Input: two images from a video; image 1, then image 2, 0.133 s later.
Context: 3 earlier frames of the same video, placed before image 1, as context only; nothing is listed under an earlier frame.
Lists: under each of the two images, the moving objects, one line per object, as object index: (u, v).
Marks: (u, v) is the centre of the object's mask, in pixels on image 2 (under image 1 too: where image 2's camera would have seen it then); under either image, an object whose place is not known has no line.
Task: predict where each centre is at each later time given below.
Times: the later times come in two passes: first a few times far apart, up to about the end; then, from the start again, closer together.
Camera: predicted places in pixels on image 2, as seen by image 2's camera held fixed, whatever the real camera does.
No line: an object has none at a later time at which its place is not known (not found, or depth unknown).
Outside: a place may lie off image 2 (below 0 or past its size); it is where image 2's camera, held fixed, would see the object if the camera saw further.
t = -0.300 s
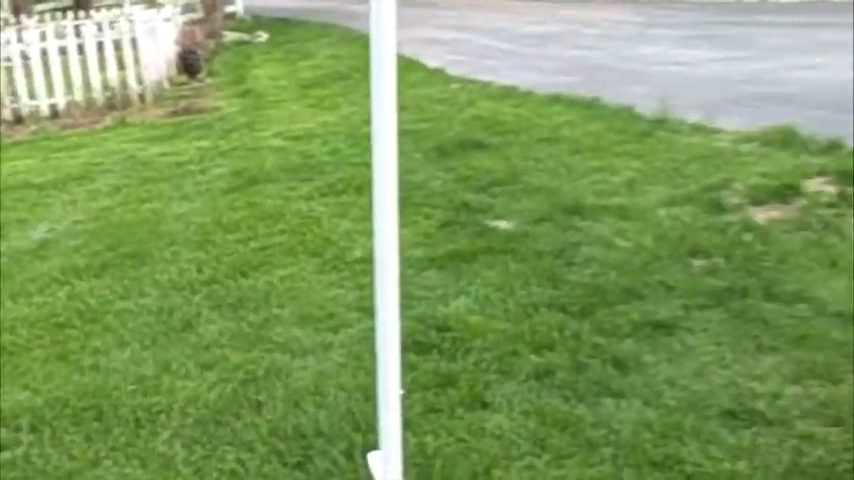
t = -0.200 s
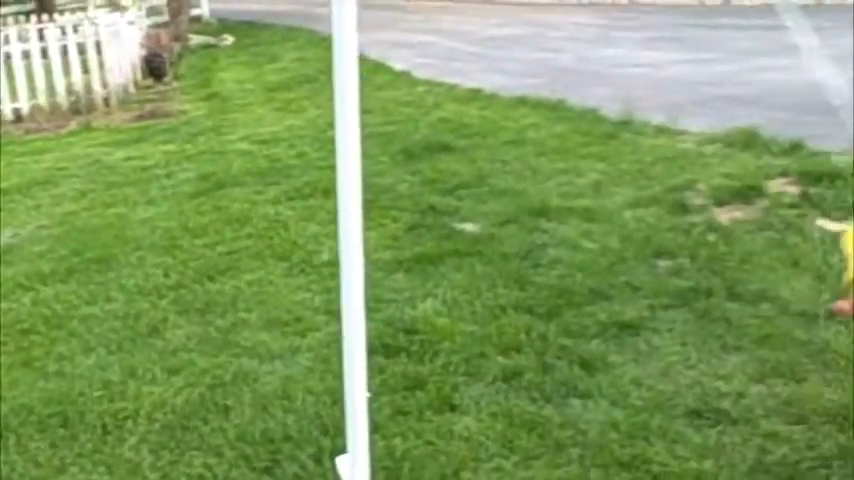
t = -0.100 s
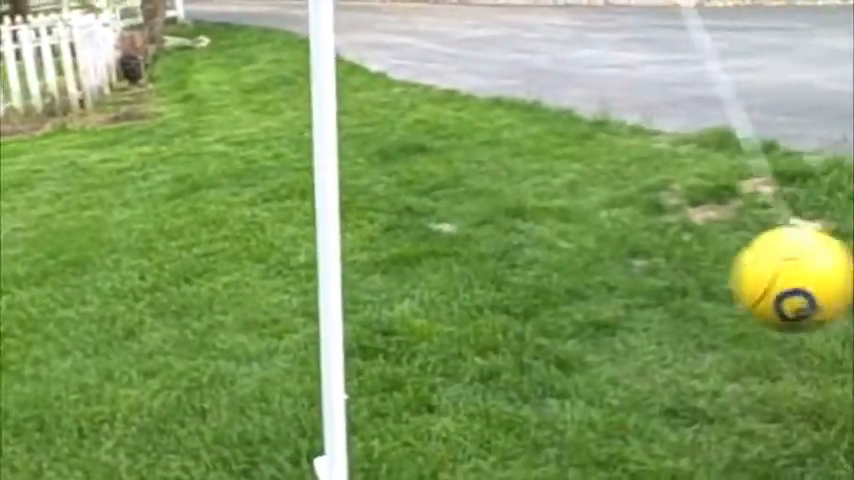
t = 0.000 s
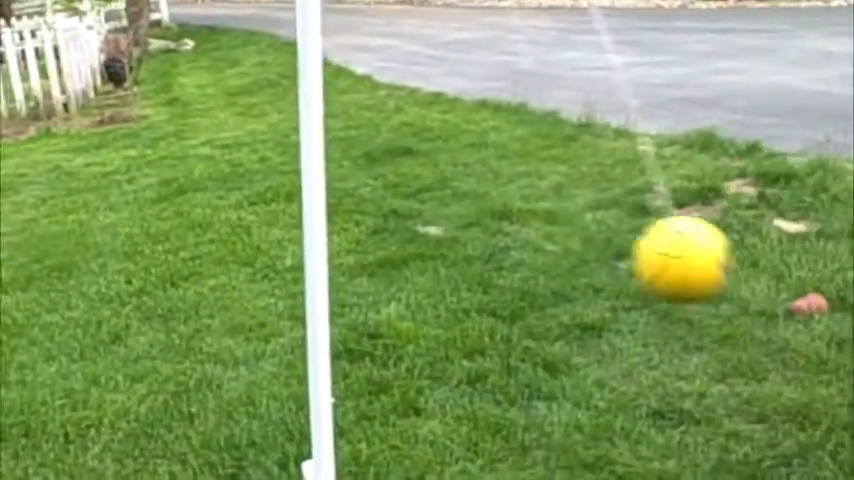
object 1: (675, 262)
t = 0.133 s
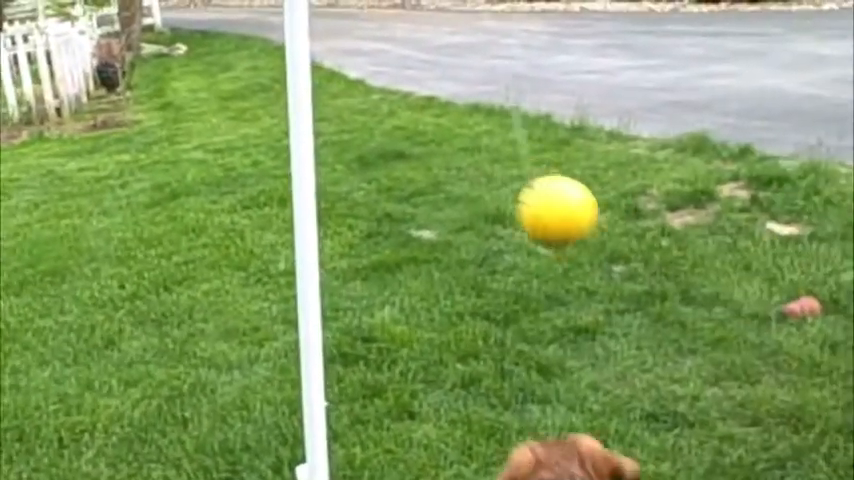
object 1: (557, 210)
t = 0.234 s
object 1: (474, 171)
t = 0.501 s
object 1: (267, 73)
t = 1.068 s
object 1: (29, 89)
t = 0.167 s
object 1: (528, 195)
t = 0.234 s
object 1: (474, 171)
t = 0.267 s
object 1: (449, 158)
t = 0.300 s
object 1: (423, 146)
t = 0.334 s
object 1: (399, 132)
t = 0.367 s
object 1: (375, 118)
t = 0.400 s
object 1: (349, 104)
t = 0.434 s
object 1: (330, 92)
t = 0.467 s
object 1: (317, 80)
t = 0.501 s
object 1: (267, 73)
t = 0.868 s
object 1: (98, 50)
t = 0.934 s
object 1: (72, 64)
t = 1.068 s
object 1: (29, 89)
